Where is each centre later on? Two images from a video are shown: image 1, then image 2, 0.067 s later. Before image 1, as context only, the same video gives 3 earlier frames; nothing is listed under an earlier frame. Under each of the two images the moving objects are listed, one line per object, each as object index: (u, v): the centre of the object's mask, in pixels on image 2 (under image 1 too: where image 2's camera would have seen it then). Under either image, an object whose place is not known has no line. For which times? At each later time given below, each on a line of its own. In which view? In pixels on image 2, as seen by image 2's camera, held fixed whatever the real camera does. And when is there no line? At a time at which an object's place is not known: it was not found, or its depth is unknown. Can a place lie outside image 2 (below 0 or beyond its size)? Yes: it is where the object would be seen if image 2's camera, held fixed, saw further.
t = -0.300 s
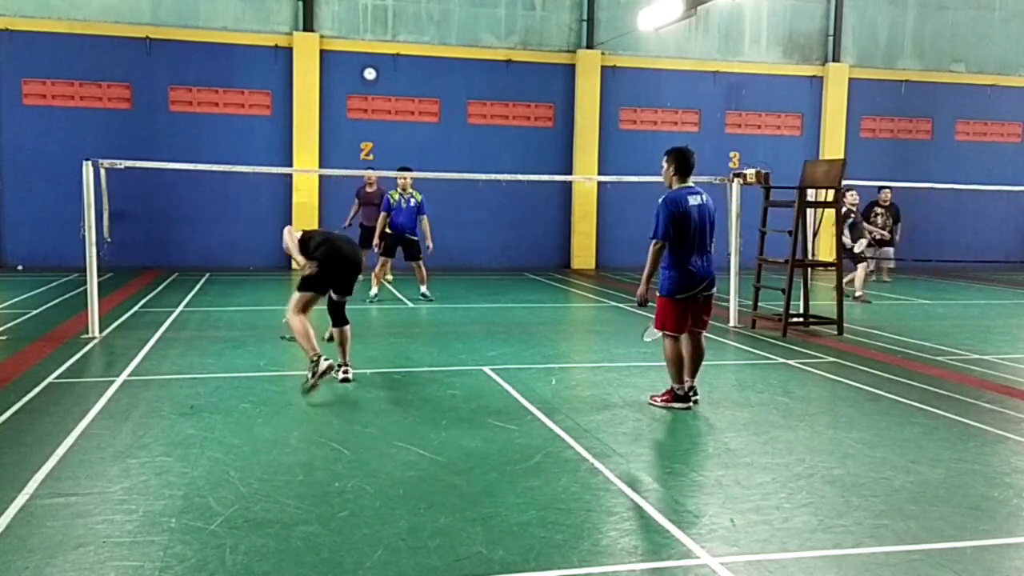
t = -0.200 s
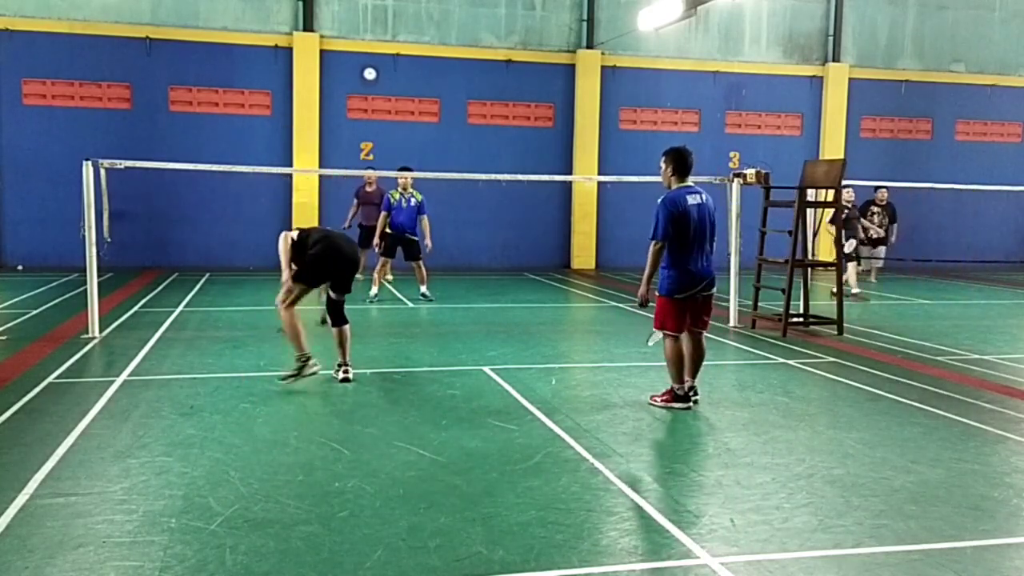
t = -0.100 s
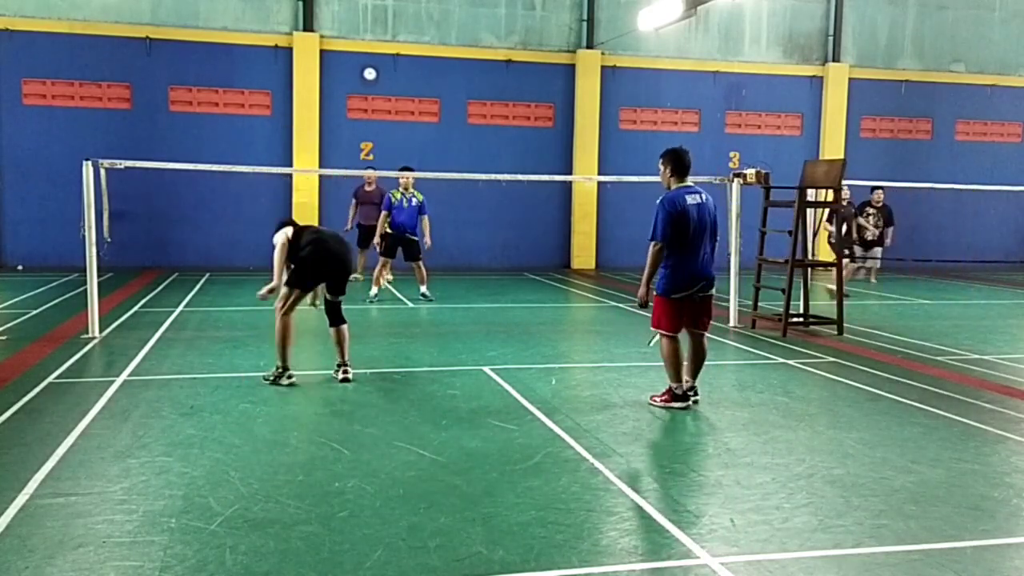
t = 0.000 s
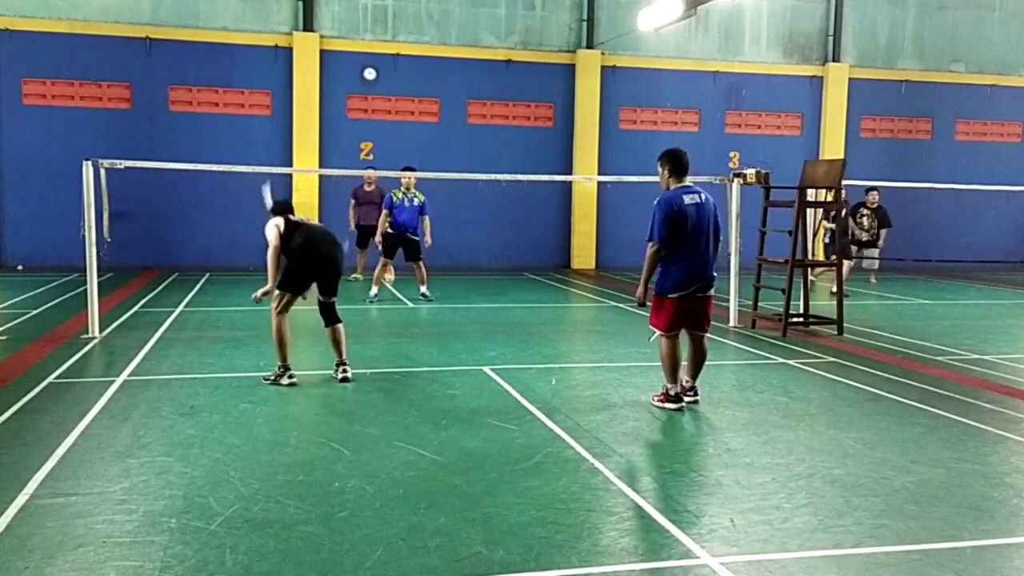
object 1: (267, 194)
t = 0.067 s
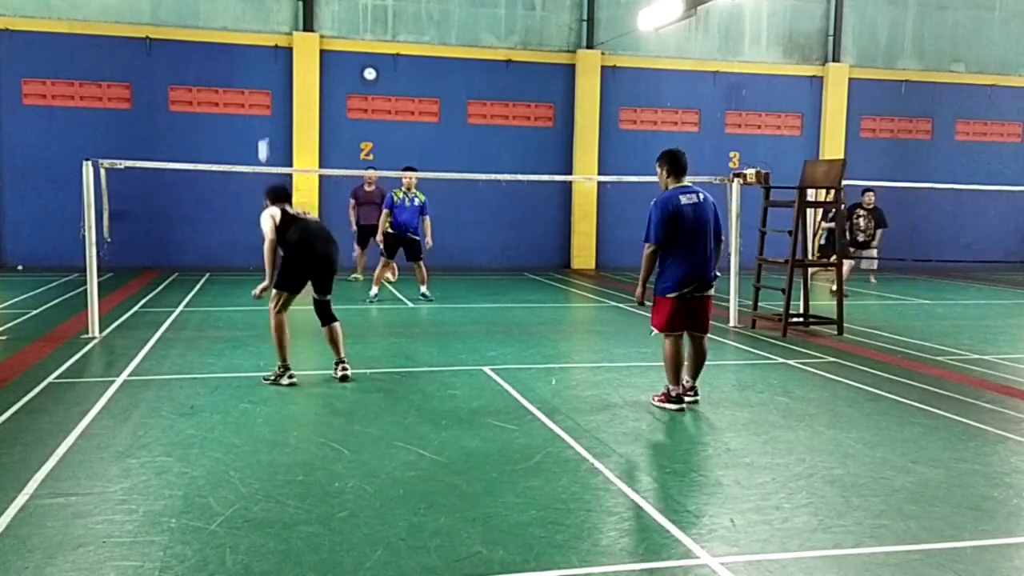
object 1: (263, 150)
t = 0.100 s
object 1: (263, 131)
